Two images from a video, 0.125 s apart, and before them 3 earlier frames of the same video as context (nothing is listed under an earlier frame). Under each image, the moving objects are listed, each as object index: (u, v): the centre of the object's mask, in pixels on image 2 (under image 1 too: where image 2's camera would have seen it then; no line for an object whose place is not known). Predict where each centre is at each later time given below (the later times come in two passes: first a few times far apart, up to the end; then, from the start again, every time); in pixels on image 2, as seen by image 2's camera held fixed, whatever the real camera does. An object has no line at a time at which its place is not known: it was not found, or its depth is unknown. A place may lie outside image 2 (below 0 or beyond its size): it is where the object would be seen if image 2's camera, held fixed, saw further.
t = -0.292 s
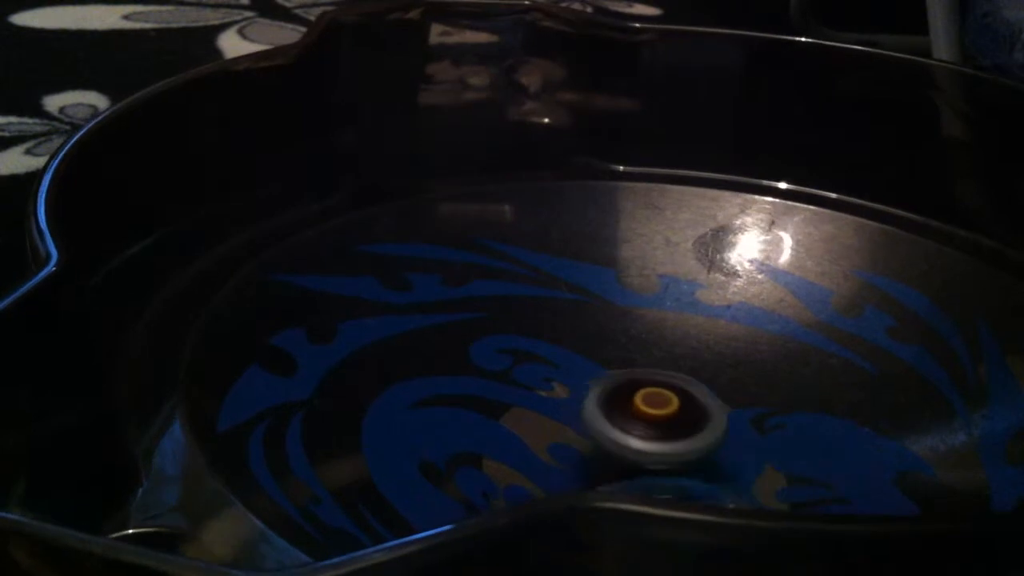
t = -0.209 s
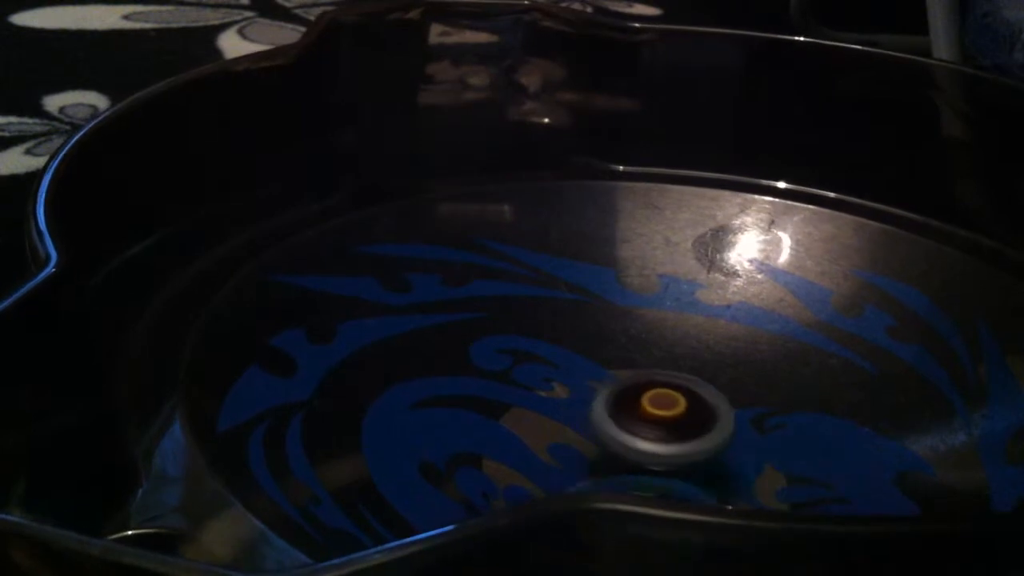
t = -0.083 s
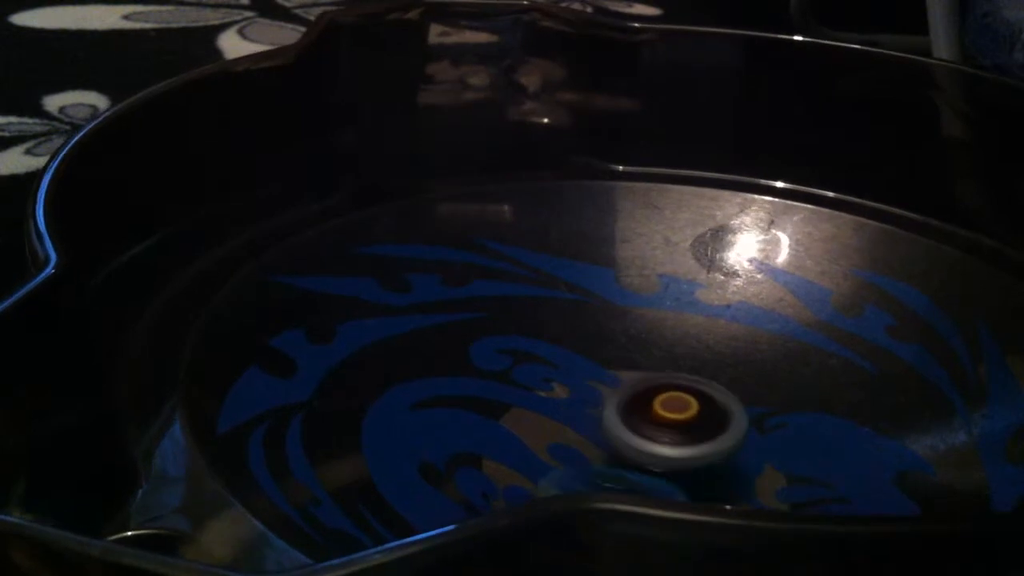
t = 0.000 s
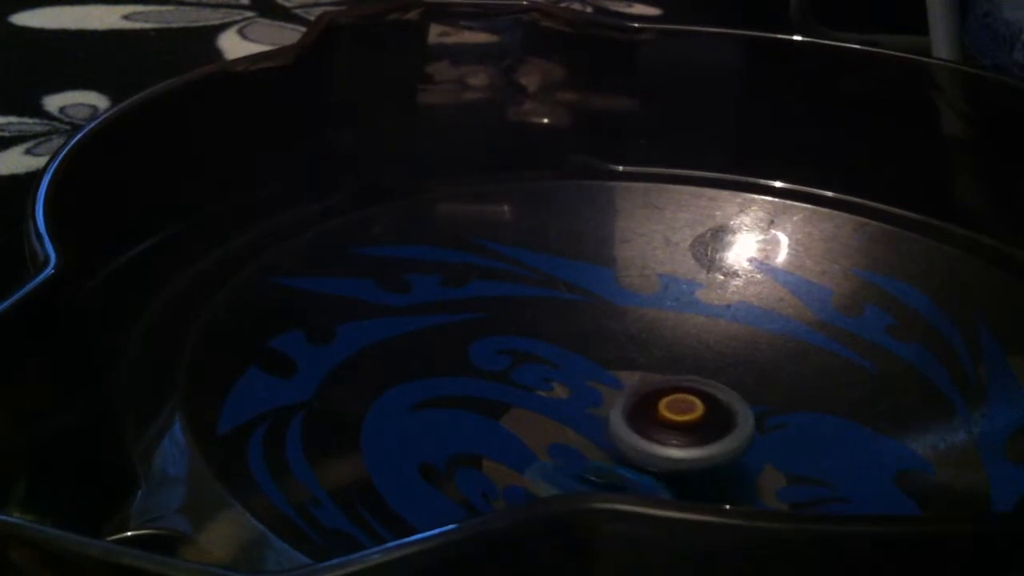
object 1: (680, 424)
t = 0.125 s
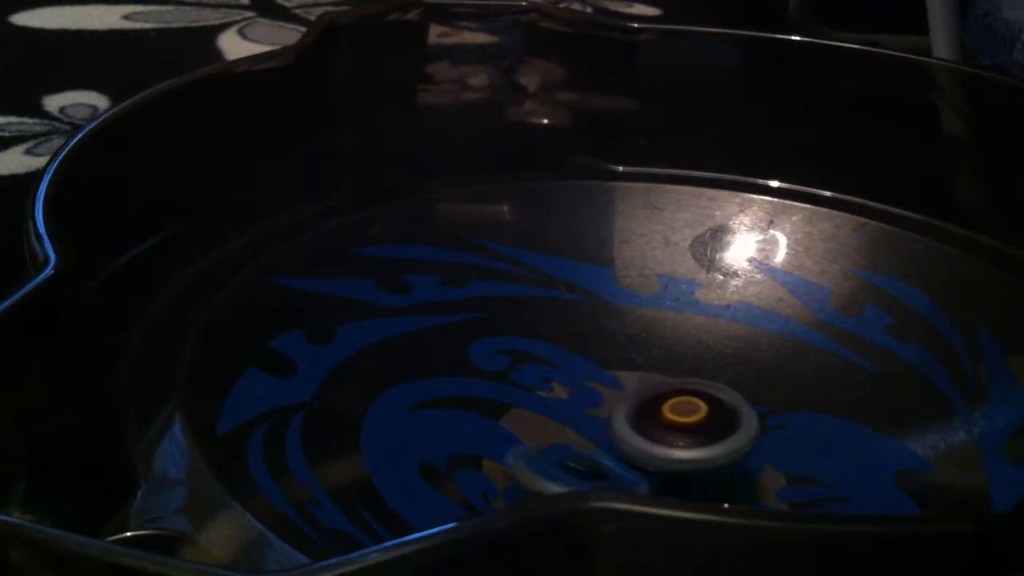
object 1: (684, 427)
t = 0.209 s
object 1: (685, 428)
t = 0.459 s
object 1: (685, 430)
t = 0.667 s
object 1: (682, 430)
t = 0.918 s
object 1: (676, 428)
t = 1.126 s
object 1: (663, 423)
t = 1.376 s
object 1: (655, 437)
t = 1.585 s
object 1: (652, 436)
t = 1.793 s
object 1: (652, 435)
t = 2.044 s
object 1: (656, 432)
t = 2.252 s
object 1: (666, 422)
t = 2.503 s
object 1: (653, 403)
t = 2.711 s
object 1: (654, 394)
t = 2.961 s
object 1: (666, 393)
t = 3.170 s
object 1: (675, 402)
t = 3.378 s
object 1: (684, 419)
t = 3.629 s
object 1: (702, 440)
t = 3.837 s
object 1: (697, 449)
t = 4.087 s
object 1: (670, 452)
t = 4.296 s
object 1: (643, 445)
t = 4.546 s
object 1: (632, 430)
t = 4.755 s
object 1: (638, 415)
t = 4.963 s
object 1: (660, 405)
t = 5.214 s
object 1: (692, 407)
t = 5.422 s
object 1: (708, 417)
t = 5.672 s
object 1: (710, 434)
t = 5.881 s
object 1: (712, 446)
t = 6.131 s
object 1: (703, 452)
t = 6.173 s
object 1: (699, 453)
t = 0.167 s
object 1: (685, 427)
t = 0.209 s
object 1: (685, 428)
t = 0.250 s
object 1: (685, 428)
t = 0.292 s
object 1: (686, 429)
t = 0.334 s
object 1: (687, 430)
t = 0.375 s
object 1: (686, 429)
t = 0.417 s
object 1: (685, 430)
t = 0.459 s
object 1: (685, 430)
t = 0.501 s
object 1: (684, 430)
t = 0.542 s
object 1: (684, 430)
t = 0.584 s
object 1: (683, 430)
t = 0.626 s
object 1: (683, 430)
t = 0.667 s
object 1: (682, 430)
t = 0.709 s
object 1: (682, 430)
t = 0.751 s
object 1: (681, 430)
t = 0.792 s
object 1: (681, 430)
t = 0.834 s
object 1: (679, 429)
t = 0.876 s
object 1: (678, 429)
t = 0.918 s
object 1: (676, 428)
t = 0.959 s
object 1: (675, 428)
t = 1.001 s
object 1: (674, 428)
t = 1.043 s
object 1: (673, 427)
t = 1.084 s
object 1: (669, 425)
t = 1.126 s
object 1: (663, 423)
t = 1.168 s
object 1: (659, 428)
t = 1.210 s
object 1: (657, 432)
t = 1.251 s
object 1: (656, 433)
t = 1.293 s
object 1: (656, 434)
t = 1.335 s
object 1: (655, 436)
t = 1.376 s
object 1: (655, 437)
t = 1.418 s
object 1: (654, 437)
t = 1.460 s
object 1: (653, 438)
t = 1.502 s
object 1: (652, 437)
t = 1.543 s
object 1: (652, 437)
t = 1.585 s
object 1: (652, 436)
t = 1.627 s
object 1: (652, 437)
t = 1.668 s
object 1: (652, 436)
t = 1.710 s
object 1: (652, 436)
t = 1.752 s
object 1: (652, 436)
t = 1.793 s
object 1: (652, 435)
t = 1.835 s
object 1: (652, 435)
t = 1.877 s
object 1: (653, 434)
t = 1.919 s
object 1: (654, 434)
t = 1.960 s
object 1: (654, 433)
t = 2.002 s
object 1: (655, 432)
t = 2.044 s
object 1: (656, 432)
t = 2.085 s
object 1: (659, 432)
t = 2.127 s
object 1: (661, 432)
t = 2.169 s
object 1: (664, 429)
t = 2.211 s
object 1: (667, 425)
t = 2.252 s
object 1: (666, 422)
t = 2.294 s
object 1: (663, 420)
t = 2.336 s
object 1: (661, 417)
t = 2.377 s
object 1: (657, 413)
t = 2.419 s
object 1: (655, 409)
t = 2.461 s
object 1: (654, 406)
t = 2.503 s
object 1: (653, 403)
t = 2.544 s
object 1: (652, 401)
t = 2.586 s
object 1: (652, 398)
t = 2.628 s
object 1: (653, 396)
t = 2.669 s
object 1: (653, 394)
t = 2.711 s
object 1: (654, 394)
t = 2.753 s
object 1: (655, 393)
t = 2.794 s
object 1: (657, 393)
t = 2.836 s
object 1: (659, 392)
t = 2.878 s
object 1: (661, 392)
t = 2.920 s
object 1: (663, 392)
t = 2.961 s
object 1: (666, 393)
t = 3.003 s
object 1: (668, 394)
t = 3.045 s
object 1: (670, 396)
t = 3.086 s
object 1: (672, 397)
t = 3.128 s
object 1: (674, 400)
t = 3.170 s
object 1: (675, 402)
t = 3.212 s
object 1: (676, 405)
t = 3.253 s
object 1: (677, 408)
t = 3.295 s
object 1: (677, 411)
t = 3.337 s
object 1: (678, 415)
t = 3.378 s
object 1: (684, 419)
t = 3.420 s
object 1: (689, 424)
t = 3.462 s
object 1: (692, 426)
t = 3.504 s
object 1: (698, 432)
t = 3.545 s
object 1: (699, 433)
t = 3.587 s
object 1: (702, 437)
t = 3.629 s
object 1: (702, 440)
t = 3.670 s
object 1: (703, 442)
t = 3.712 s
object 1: (703, 444)
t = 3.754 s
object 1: (701, 446)
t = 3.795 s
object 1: (700, 448)
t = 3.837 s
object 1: (697, 449)
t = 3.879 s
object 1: (693, 450)
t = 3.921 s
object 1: (690, 451)
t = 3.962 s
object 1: (685, 452)
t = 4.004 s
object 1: (680, 452)
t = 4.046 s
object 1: (675, 452)
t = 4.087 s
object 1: (670, 452)
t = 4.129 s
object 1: (664, 451)
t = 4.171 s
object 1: (658, 450)
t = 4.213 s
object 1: (653, 449)
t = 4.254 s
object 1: (649, 446)
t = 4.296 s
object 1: (643, 445)
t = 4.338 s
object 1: (640, 443)
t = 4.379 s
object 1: (638, 440)
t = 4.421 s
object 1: (635, 437)
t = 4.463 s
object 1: (634, 435)
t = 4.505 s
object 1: (633, 432)
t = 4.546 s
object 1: (632, 430)
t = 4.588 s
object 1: (632, 427)
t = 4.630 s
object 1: (632, 424)
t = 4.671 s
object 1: (634, 420)
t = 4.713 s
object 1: (636, 417)
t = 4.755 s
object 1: (638, 415)
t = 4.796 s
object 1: (642, 413)
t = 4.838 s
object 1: (646, 410)
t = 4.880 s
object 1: (650, 410)
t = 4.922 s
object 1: (655, 407)
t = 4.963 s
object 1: (660, 405)
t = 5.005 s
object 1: (666, 404)
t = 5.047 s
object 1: (671, 404)
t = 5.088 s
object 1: (677, 404)
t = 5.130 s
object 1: (683, 405)
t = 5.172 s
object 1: (687, 406)
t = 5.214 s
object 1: (692, 407)
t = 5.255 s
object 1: (697, 408)
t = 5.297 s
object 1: (699, 410)
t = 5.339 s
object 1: (702, 412)
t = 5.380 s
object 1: (705, 414)
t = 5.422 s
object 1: (708, 417)
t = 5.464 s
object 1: (710, 421)
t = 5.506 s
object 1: (712, 423)
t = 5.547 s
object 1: (713, 426)
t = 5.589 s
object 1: (712, 429)
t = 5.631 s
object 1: (712, 431)
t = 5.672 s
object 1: (710, 434)
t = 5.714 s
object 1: (707, 437)
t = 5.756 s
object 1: (703, 439)
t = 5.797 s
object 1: (702, 441)
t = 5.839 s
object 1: (708, 444)
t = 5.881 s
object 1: (712, 446)
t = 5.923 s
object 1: (713, 448)
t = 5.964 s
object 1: (712, 449)
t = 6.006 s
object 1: (711, 451)
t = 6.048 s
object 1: (709, 451)
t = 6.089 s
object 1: (706, 452)
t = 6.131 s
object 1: (703, 452)
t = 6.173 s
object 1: (699, 453)
